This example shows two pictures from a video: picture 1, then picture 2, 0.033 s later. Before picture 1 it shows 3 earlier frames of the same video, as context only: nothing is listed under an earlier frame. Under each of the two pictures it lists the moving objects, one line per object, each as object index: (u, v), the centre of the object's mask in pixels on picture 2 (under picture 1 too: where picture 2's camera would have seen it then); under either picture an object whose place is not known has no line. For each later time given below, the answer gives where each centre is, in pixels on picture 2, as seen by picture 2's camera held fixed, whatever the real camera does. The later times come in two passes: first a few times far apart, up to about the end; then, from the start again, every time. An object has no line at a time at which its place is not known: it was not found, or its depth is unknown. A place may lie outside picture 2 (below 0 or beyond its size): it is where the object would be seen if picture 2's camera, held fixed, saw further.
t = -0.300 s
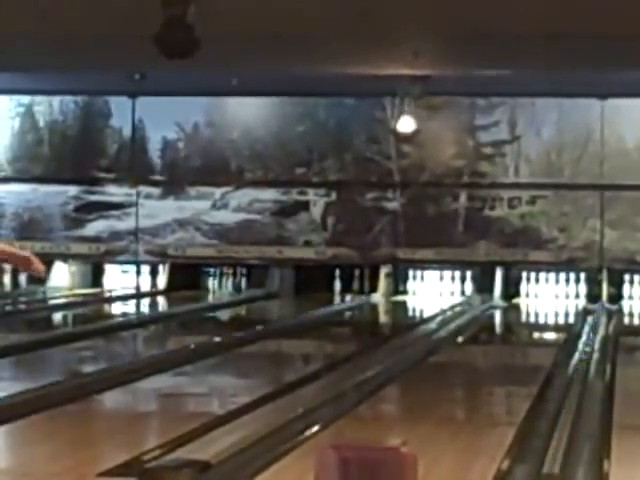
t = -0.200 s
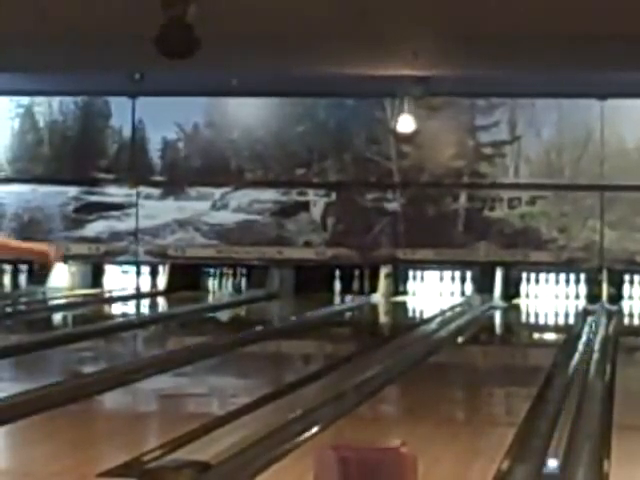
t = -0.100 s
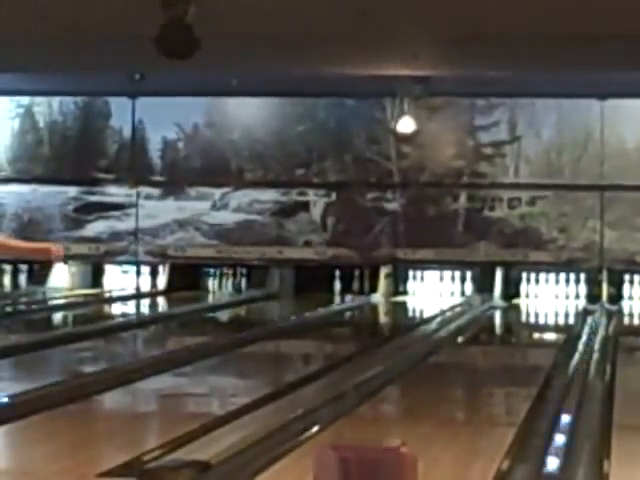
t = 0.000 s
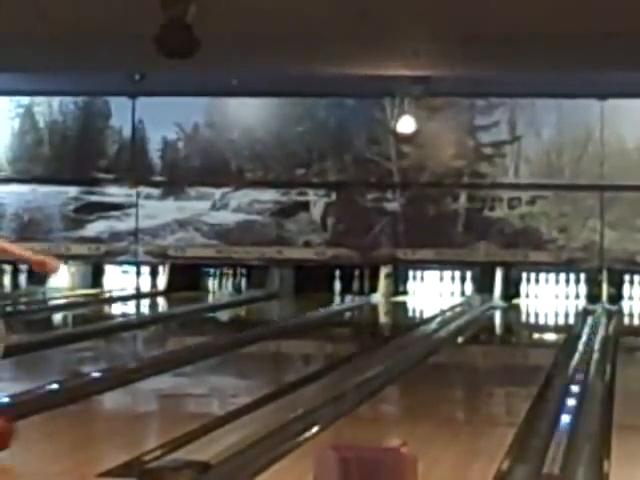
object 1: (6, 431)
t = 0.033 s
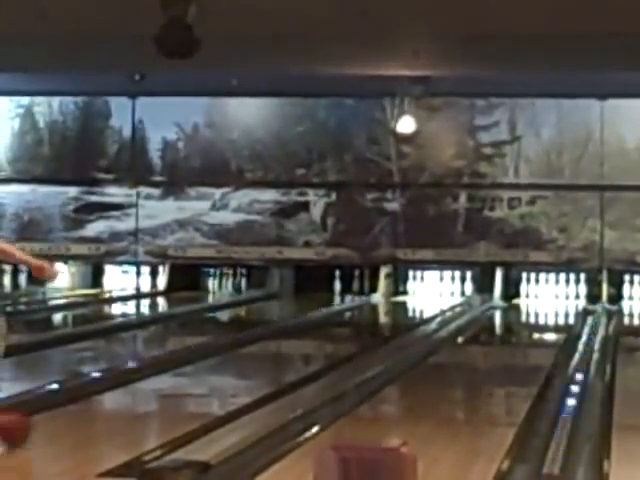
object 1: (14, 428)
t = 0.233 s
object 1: (89, 401)
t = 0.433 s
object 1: (150, 379)
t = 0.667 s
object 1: (203, 358)
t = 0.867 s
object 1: (241, 345)
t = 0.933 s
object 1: (251, 343)
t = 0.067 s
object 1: (27, 422)
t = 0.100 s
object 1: (41, 418)
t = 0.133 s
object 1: (54, 415)
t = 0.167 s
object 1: (66, 410)
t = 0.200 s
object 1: (78, 405)
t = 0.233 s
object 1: (89, 401)
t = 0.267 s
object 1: (101, 397)
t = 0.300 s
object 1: (113, 392)
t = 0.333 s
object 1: (123, 389)
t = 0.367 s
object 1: (132, 385)
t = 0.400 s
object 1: (140, 383)
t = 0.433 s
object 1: (150, 379)
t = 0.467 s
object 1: (159, 376)
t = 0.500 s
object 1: (167, 372)
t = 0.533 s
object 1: (174, 369)
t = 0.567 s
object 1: (181, 366)
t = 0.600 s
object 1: (188, 363)
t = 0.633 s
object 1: (196, 361)
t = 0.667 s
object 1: (203, 358)
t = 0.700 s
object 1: (210, 356)
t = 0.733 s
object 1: (213, 355)
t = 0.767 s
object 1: (223, 349)
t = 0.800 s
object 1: (229, 348)
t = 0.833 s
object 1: (235, 347)
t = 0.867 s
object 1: (241, 345)
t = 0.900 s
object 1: (246, 345)
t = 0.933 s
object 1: (251, 343)
